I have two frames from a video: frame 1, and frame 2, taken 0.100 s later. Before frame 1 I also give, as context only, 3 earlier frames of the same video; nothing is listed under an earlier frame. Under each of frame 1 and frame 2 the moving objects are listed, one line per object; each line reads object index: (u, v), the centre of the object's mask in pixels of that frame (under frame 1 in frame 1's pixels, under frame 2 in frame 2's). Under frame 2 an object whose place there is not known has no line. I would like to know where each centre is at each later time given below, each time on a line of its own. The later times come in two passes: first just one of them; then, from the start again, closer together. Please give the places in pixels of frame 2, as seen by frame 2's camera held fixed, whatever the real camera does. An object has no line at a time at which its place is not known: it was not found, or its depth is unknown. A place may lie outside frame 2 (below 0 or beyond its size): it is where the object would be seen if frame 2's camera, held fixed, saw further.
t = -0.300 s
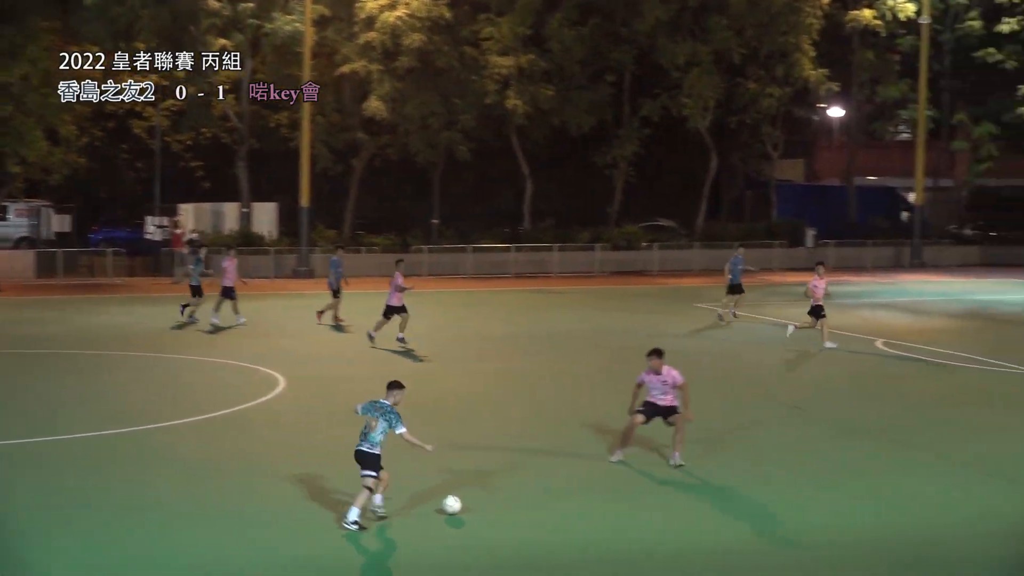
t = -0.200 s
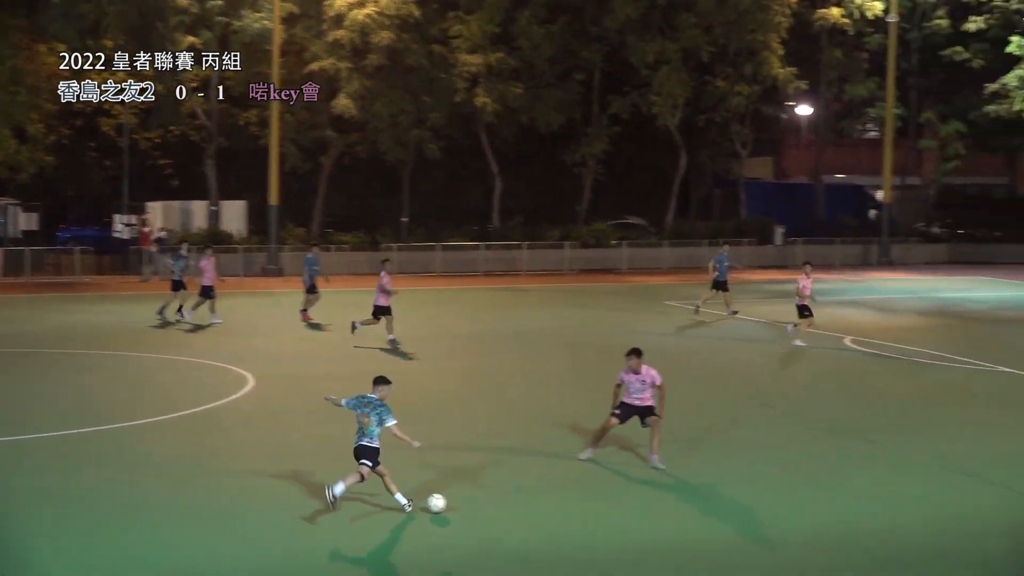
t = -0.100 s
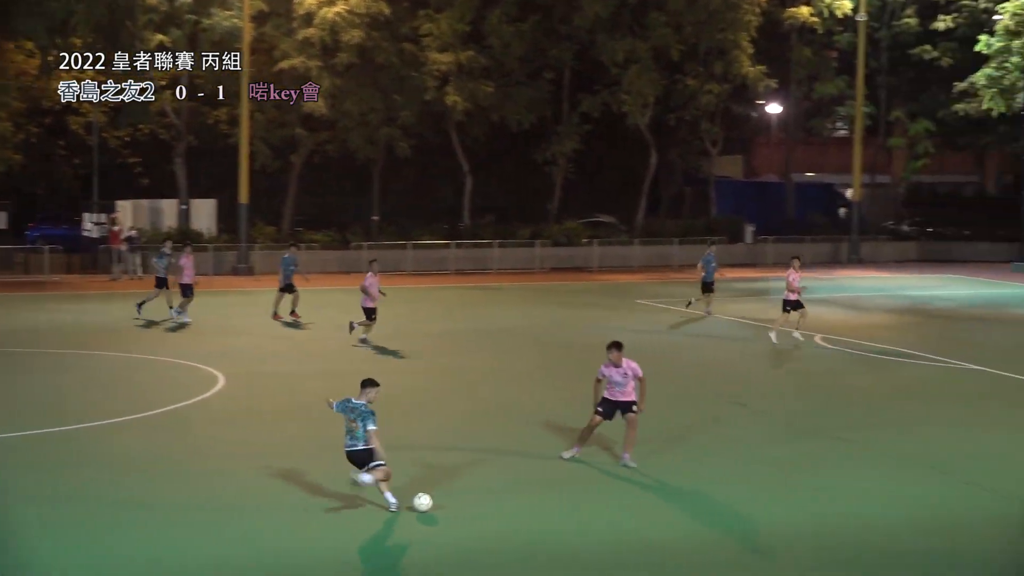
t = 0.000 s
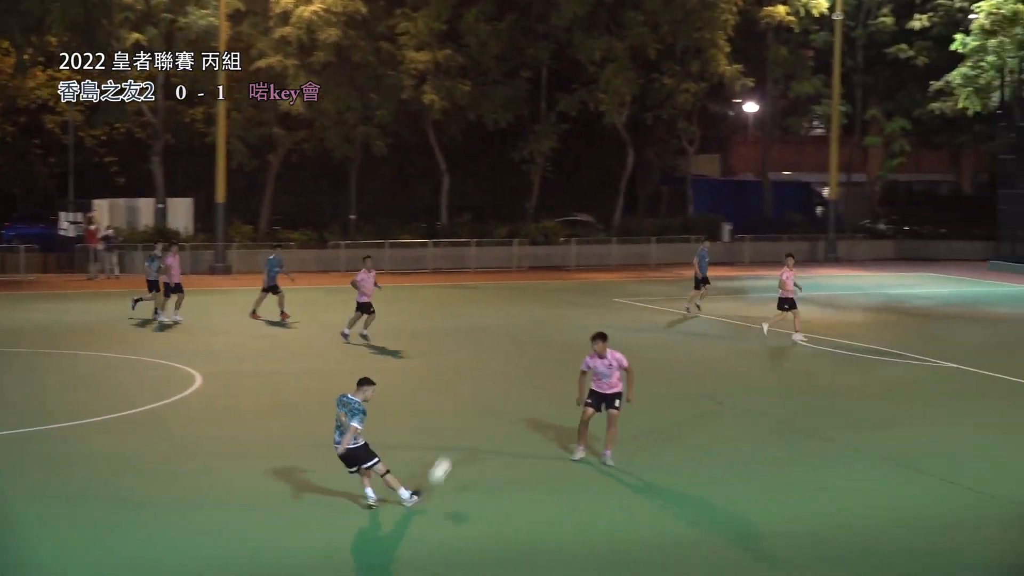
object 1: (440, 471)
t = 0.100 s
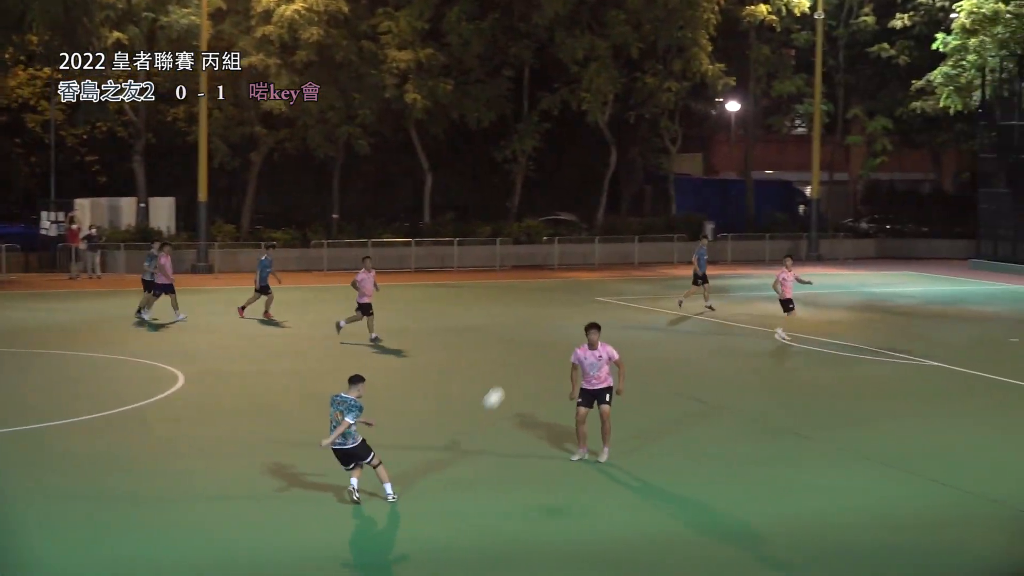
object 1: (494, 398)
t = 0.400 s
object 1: (640, 262)
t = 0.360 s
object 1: (625, 275)
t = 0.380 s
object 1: (633, 268)
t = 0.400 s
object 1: (640, 262)
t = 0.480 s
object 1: (669, 239)
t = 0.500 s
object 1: (675, 234)
